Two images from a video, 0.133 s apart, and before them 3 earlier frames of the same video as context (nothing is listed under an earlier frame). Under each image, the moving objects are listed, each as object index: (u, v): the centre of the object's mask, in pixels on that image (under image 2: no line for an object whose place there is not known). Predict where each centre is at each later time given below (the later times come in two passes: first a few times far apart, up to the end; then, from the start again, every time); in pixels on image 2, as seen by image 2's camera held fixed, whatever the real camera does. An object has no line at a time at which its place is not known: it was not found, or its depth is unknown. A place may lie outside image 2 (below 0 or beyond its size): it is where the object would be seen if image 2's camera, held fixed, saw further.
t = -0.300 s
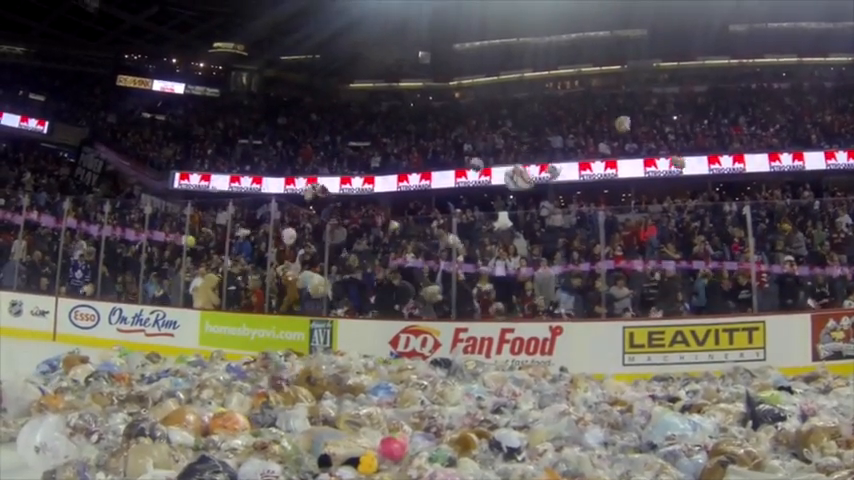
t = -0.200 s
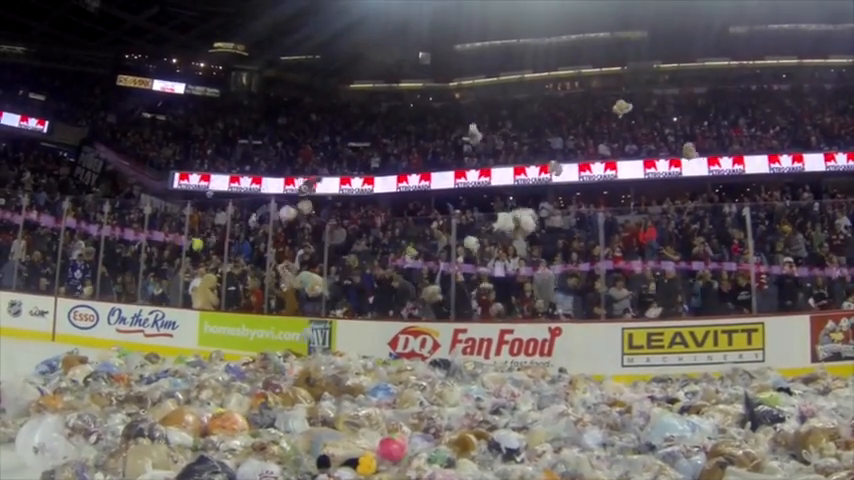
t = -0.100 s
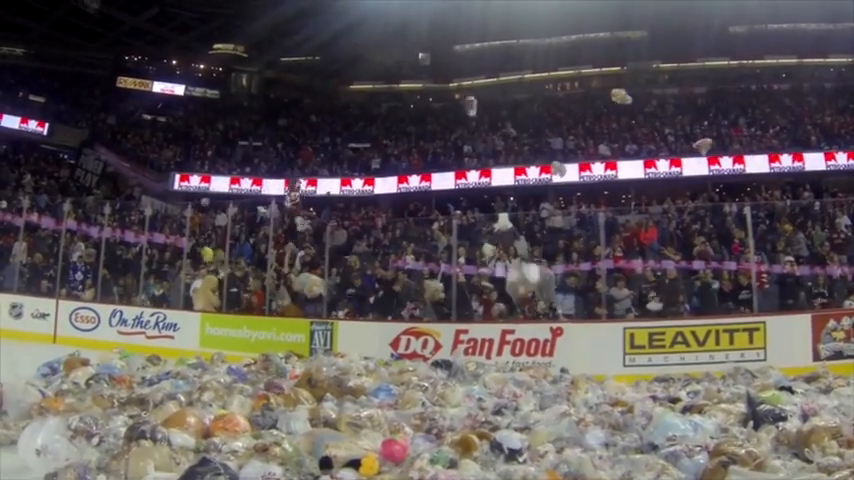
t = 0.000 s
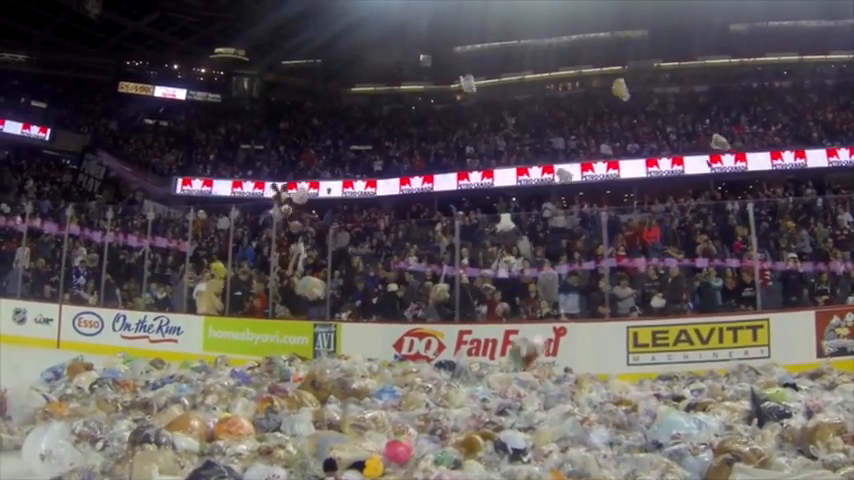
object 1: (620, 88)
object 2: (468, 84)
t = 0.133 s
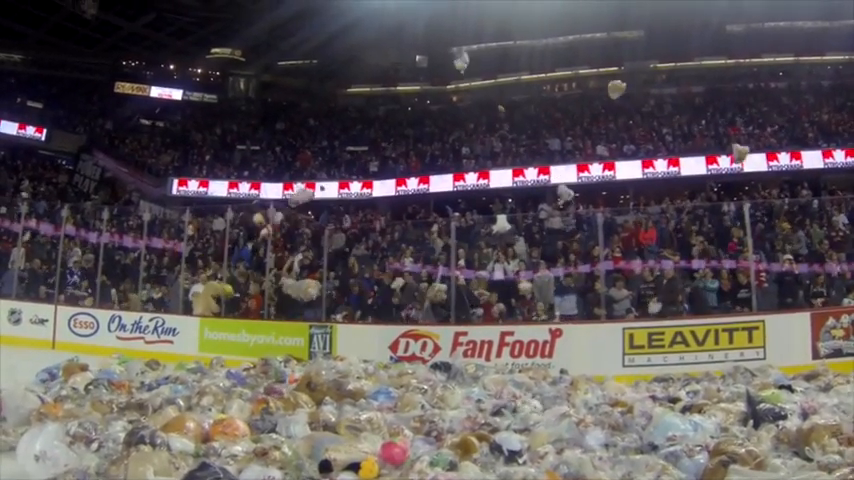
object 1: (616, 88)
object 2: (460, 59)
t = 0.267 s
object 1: (618, 96)
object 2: (455, 44)
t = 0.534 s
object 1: (626, 152)
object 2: (444, 42)
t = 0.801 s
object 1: (626, 264)
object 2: (429, 94)
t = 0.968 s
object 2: (414, 168)
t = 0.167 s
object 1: (616, 89)
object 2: (459, 56)
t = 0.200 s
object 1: (617, 90)
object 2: (458, 52)
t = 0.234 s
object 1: (617, 93)
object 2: (457, 48)
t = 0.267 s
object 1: (618, 96)
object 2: (455, 44)
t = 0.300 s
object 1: (618, 99)
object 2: (454, 43)
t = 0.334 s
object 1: (619, 104)
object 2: (453, 43)
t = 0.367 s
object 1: (620, 109)
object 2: (452, 41)
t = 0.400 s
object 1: (621, 116)
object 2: (451, 41)
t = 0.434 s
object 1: (623, 123)
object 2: (450, 39)
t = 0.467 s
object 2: (447, 39)
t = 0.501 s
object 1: (625, 141)
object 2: (446, 40)
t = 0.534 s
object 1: (626, 152)
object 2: (444, 42)
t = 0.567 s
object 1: (627, 163)
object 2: (441, 44)
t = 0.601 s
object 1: (628, 177)
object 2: (440, 49)
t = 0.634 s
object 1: (628, 190)
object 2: (438, 55)
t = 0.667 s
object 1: (628, 202)
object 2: (438, 61)
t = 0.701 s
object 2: (435, 68)
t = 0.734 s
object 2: (434, 75)
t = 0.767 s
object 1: (626, 248)
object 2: (432, 83)
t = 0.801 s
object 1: (626, 264)
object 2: (429, 94)
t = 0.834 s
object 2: (426, 104)
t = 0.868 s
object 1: (625, 301)
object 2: (424, 117)
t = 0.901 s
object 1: (625, 320)
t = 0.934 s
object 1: (625, 341)
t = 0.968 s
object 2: (414, 168)
